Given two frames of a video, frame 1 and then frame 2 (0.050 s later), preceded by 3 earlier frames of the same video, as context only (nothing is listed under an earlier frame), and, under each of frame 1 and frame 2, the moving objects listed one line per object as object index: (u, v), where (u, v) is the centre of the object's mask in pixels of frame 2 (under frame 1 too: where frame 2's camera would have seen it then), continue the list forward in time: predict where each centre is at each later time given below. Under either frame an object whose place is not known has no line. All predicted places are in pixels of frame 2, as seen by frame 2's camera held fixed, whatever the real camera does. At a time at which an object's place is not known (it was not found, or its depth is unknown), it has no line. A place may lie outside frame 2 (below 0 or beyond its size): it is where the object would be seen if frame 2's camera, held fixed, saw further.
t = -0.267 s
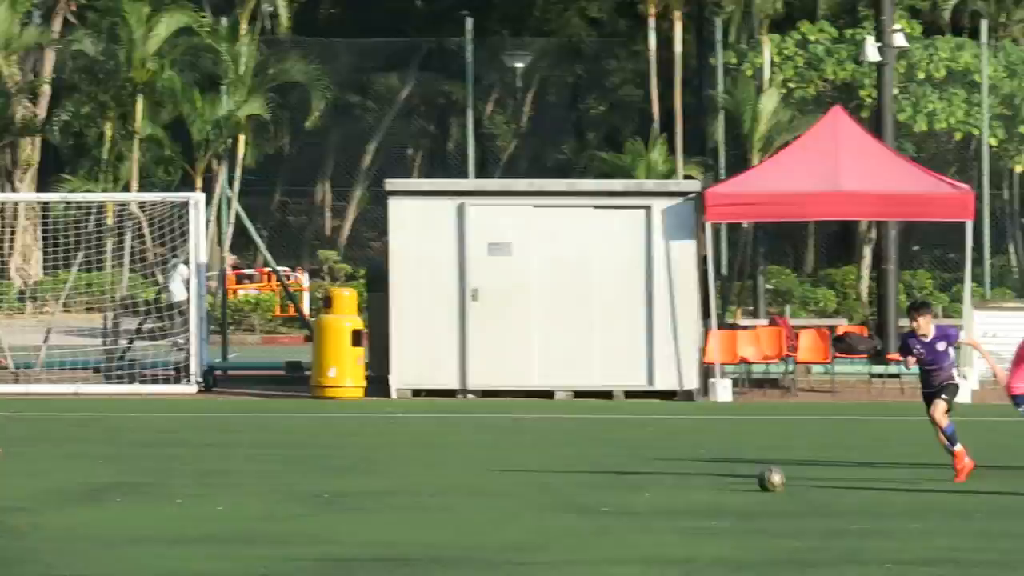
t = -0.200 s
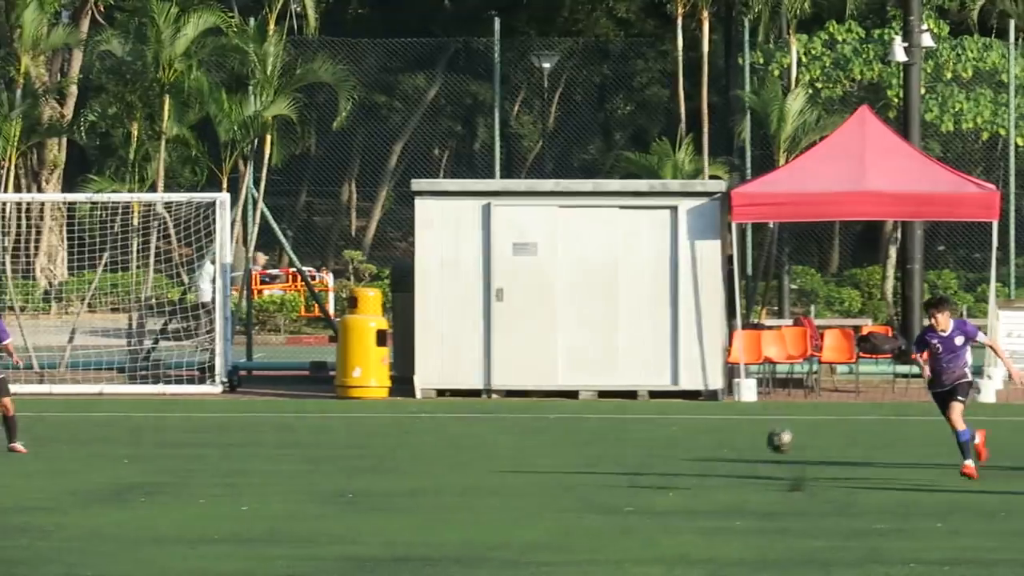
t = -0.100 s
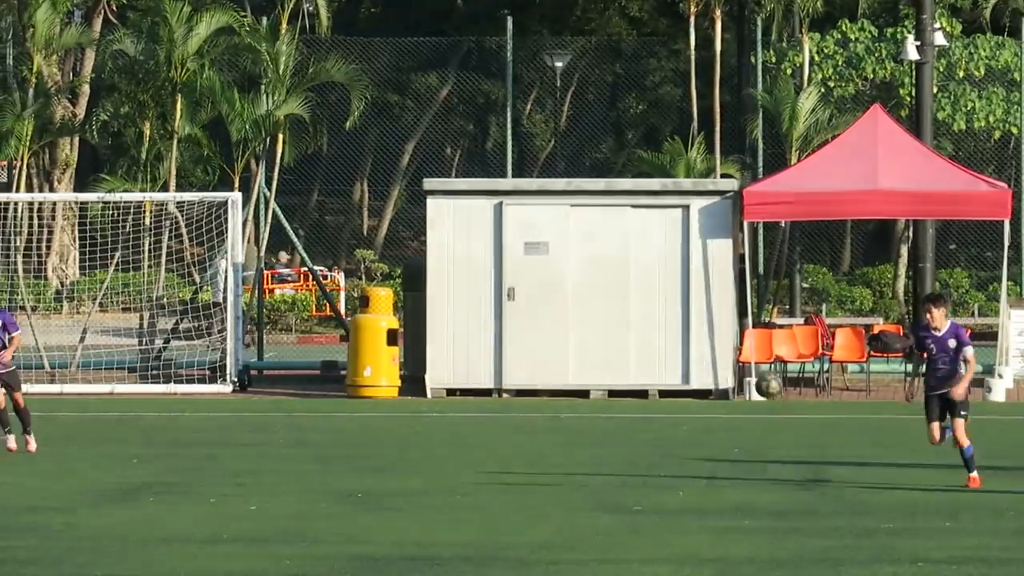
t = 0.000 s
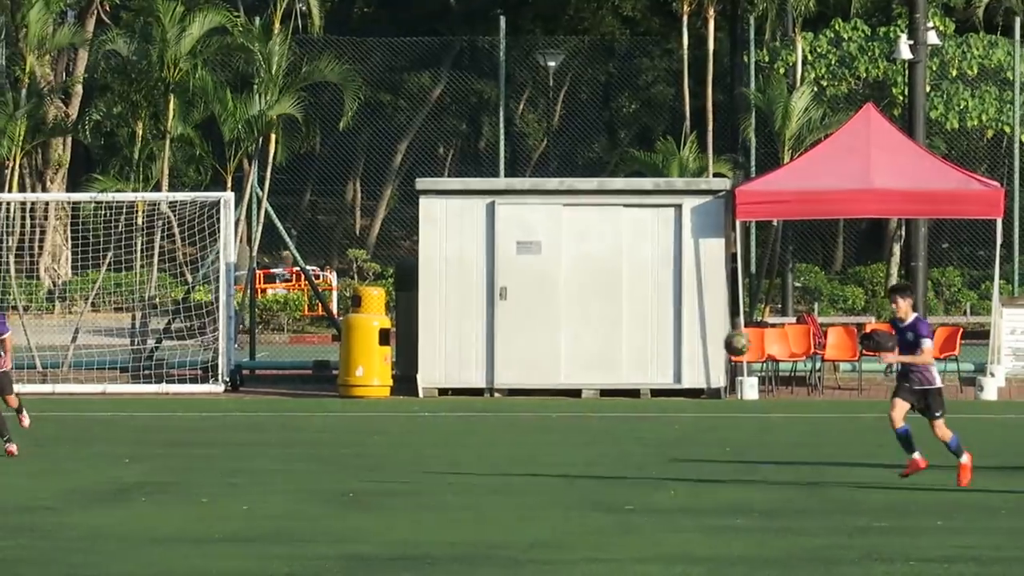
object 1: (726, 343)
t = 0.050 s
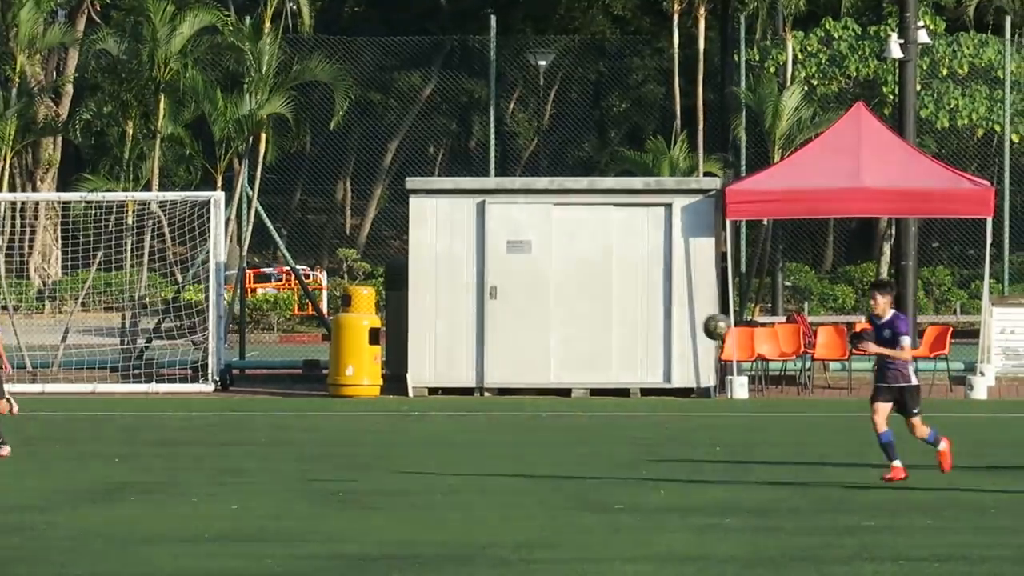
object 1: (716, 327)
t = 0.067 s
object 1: (714, 322)
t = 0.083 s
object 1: (709, 317)
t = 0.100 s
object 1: (705, 314)
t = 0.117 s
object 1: (701, 310)
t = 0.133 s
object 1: (698, 307)
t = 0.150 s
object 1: (694, 304)
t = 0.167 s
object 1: (690, 302)
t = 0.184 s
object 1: (686, 299)
